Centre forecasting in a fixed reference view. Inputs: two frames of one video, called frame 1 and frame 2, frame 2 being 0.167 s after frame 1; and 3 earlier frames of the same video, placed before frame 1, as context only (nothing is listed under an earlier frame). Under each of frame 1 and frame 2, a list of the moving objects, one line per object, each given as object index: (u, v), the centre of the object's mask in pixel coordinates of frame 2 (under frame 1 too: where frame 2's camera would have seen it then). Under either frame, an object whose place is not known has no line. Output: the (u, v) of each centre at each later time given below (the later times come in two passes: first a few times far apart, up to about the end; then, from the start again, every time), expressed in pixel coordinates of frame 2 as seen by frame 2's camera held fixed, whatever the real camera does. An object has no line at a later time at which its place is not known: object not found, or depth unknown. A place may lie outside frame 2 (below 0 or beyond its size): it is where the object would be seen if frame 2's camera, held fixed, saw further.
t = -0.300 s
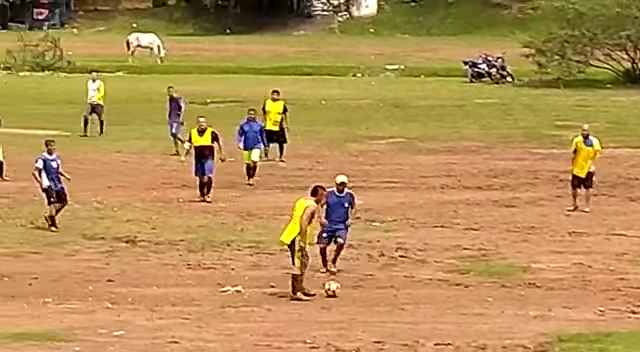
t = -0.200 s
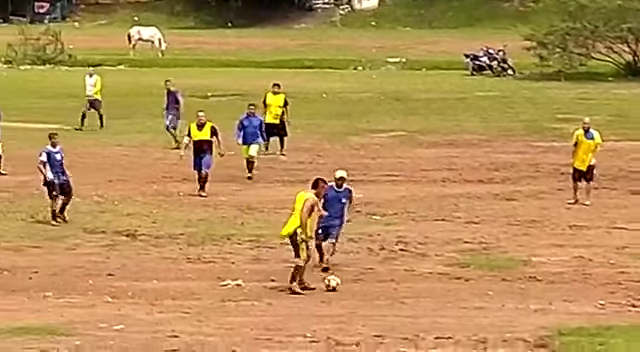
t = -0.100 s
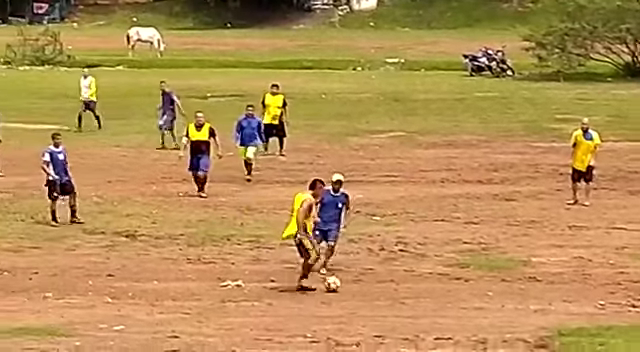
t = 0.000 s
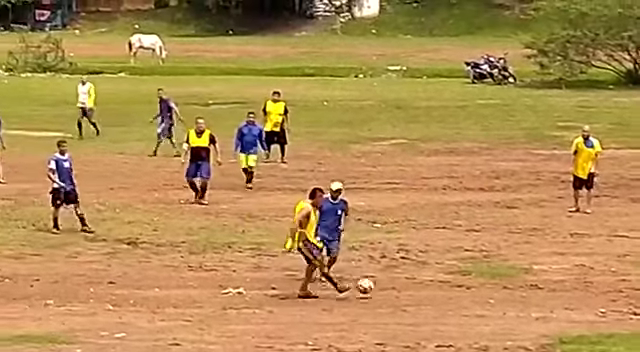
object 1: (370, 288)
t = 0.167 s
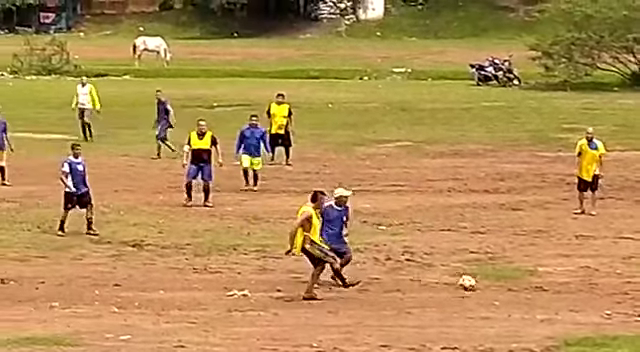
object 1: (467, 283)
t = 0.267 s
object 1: (522, 288)
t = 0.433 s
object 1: (598, 286)
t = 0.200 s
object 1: (485, 284)
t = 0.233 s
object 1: (503, 286)
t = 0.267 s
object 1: (522, 288)
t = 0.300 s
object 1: (537, 287)
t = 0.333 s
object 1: (552, 285)
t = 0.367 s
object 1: (568, 285)
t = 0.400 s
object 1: (583, 285)
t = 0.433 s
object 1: (598, 286)
